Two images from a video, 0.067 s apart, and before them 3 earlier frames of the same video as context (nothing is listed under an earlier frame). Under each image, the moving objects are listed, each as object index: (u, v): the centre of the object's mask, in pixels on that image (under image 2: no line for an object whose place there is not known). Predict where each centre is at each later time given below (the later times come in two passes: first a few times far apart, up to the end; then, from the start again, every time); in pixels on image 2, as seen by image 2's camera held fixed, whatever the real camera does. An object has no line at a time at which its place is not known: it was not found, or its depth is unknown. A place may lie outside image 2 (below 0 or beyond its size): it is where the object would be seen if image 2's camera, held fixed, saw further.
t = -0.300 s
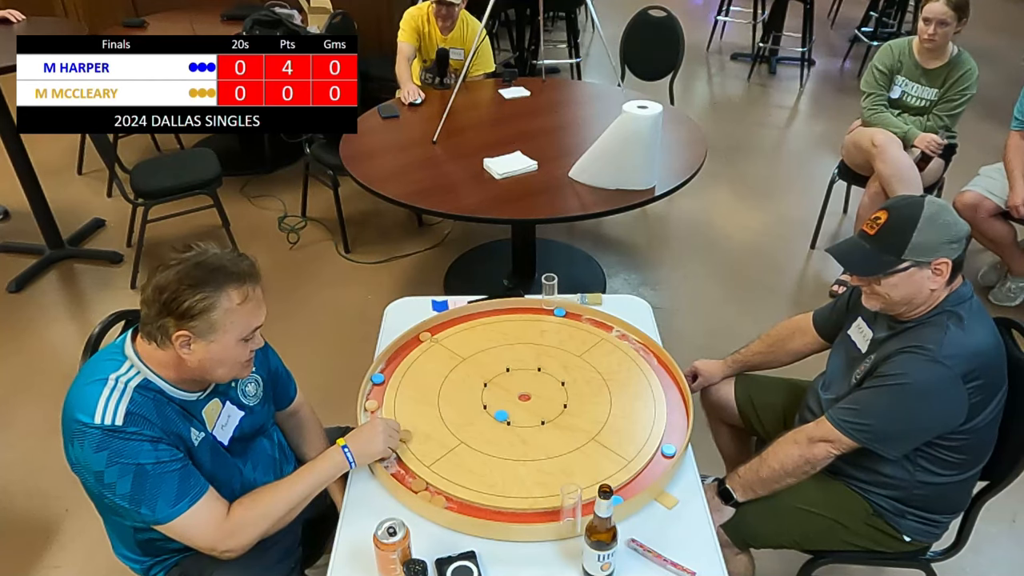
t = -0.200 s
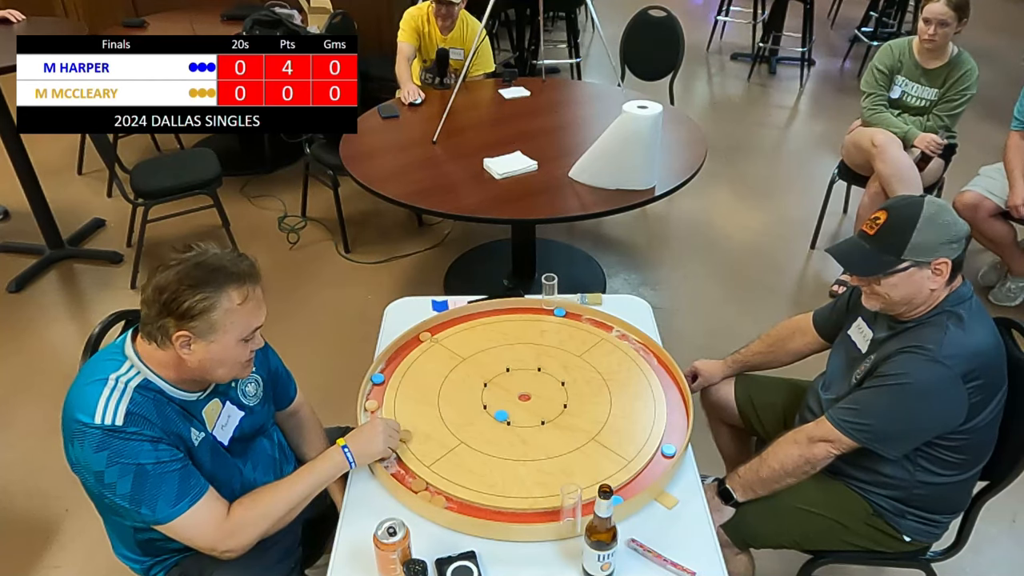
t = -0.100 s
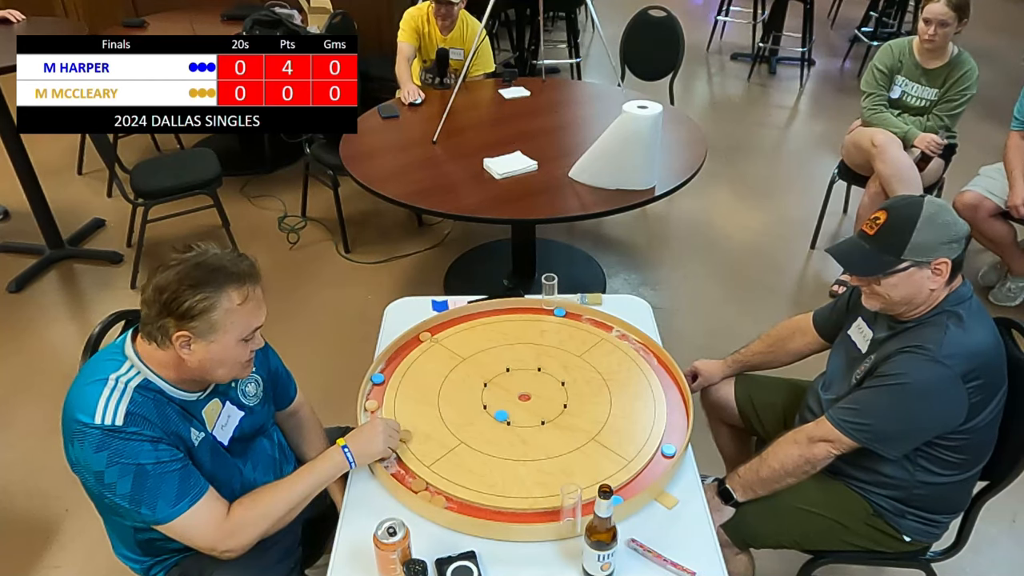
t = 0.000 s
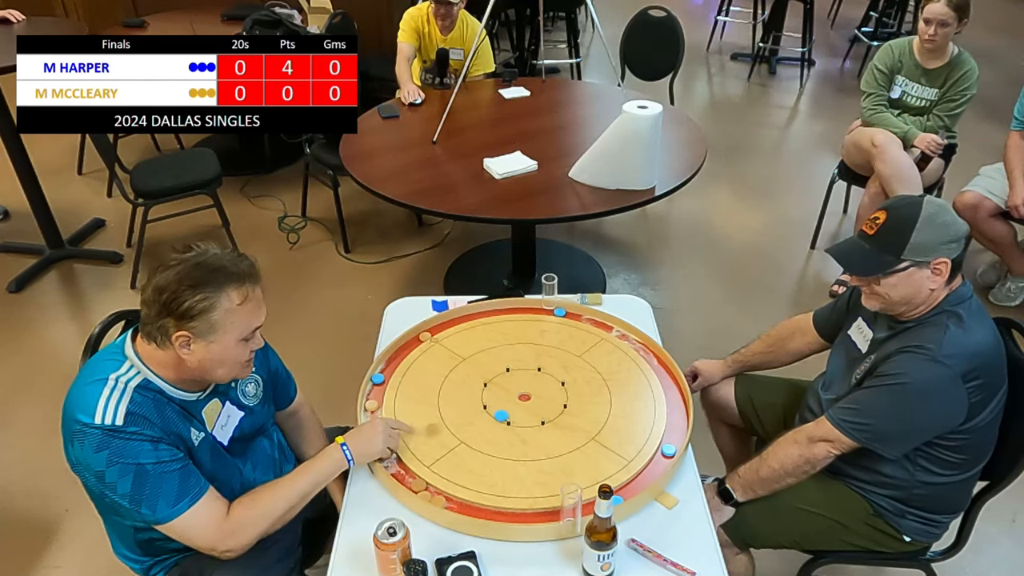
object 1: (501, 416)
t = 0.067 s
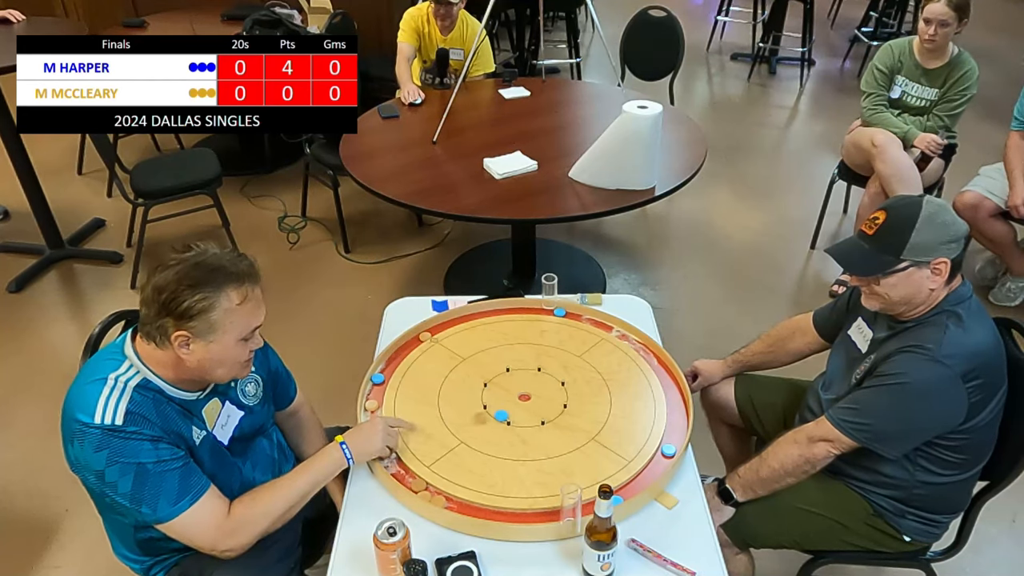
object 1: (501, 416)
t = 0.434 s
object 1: (550, 359)
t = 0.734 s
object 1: (562, 313)
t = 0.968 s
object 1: (556, 311)
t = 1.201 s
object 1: (556, 311)
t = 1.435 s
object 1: (556, 311)
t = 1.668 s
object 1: (555, 311)
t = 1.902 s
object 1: (555, 311)
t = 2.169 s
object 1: (555, 311)
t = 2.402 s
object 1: (555, 311)
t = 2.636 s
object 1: (555, 311)
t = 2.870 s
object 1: (555, 311)
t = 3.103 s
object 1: (555, 311)
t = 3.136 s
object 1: (555, 311)
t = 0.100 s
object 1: (515, 416)
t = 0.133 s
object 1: (536, 412)
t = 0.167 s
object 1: (556, 409)
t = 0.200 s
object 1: (549, 415)
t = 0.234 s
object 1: (547, 410)
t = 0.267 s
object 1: (547, 400)
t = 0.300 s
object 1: (547, 391)
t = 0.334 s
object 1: (547, 381)
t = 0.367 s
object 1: (546, 373)
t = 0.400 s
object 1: (548, 366)
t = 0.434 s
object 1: (550, 359)
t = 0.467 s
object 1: (552, 353)
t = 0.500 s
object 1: (553, 347)
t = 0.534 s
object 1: (555, 342)
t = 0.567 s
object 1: (557, 337)
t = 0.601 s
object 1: (558, 331)
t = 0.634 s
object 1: (559, 326)
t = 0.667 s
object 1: (561, 322)
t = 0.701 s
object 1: (561, 316)
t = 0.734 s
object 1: (562, 313)
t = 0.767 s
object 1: (562, 311)
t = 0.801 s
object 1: (563, 312)
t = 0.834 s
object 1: (562, 312)
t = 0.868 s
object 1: (562, 313)
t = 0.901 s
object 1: (557, 311)
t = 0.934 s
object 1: (556, 311)
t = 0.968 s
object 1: (556, 311)
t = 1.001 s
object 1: (556, 311)
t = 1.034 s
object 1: (556, 311)
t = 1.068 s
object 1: (556, 311)
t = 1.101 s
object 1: (556, 311)
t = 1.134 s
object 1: (556, 311)
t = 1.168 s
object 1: (556, 311)
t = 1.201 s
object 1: (556, 311)
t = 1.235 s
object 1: (556, 311)
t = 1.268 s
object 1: (556, 311)
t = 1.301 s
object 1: (556, 311)
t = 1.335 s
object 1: (556, 311)
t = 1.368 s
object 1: (556, 311)
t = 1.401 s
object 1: (556, 311)
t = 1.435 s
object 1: (556, 311)
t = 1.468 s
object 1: (555, 311)
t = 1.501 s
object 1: (555, 311)
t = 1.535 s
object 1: (555, 311)
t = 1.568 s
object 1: (555, 311)
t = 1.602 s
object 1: (555, 311)
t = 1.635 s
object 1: (555, 311)
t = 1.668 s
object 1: (555, 311)
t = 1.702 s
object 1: (555, 311)
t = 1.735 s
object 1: (555, 311)
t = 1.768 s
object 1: (555, 311)
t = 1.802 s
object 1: (555, 311)
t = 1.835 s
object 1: (555, 311)
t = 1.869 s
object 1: (555, 311)
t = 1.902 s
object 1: (555, 311)
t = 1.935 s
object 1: (555, 311)
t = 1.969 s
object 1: (555, 311)
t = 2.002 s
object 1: (555, 311)
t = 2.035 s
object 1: (555, 311)
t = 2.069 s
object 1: (555, 311)
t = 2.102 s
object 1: (555, 311)
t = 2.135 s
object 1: (555, 311)
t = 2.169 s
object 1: (555, 311)
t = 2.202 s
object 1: (556, 311)
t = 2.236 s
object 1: (556, 311)
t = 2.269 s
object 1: (555, 311)
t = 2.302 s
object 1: (555, 311)
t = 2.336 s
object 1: (555, 311)
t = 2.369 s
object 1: (555, 311)
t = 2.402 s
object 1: (555, 311)
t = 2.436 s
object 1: (555, 311)
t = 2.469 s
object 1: (555, 311)
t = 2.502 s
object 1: (555, 311)
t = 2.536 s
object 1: (555, 311)
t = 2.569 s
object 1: (555, 311)
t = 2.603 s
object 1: (555, 311)
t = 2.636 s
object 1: (555, 311)
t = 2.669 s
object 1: (555, 311)
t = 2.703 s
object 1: (555, 311)
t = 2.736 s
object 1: (555, 311)
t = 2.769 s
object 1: (555, 311)
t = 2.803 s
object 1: (555, 311)
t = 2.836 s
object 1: (556, 311)
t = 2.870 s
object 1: (555, 311)
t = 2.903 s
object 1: (555, 311)
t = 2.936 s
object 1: (555, 311)
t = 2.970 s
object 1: (555, 311)
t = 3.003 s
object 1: (556, 311)
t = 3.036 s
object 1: (556, 311)
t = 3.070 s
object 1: (556, 311)
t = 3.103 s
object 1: (555, 311)
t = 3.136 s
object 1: (555, 311)
